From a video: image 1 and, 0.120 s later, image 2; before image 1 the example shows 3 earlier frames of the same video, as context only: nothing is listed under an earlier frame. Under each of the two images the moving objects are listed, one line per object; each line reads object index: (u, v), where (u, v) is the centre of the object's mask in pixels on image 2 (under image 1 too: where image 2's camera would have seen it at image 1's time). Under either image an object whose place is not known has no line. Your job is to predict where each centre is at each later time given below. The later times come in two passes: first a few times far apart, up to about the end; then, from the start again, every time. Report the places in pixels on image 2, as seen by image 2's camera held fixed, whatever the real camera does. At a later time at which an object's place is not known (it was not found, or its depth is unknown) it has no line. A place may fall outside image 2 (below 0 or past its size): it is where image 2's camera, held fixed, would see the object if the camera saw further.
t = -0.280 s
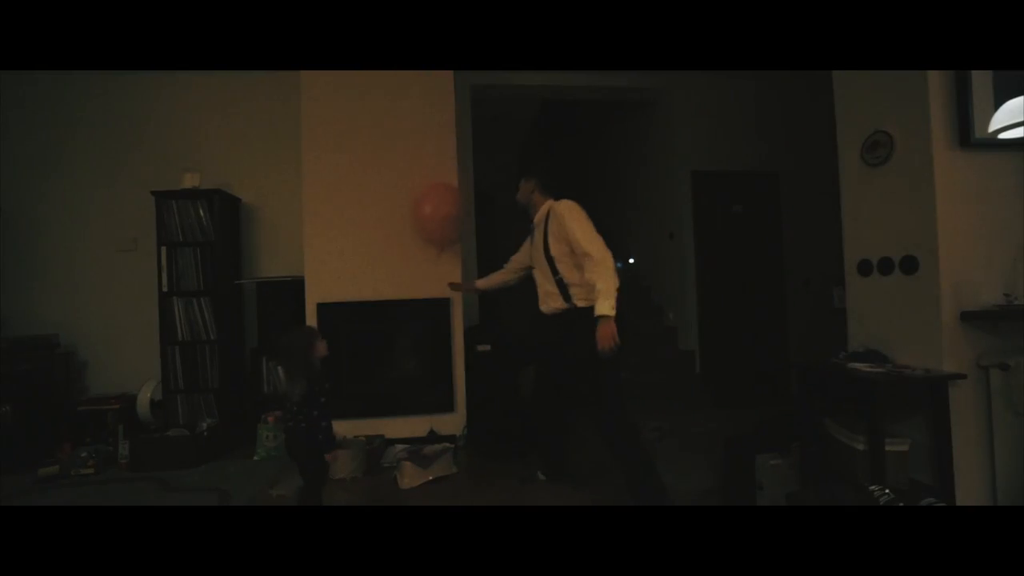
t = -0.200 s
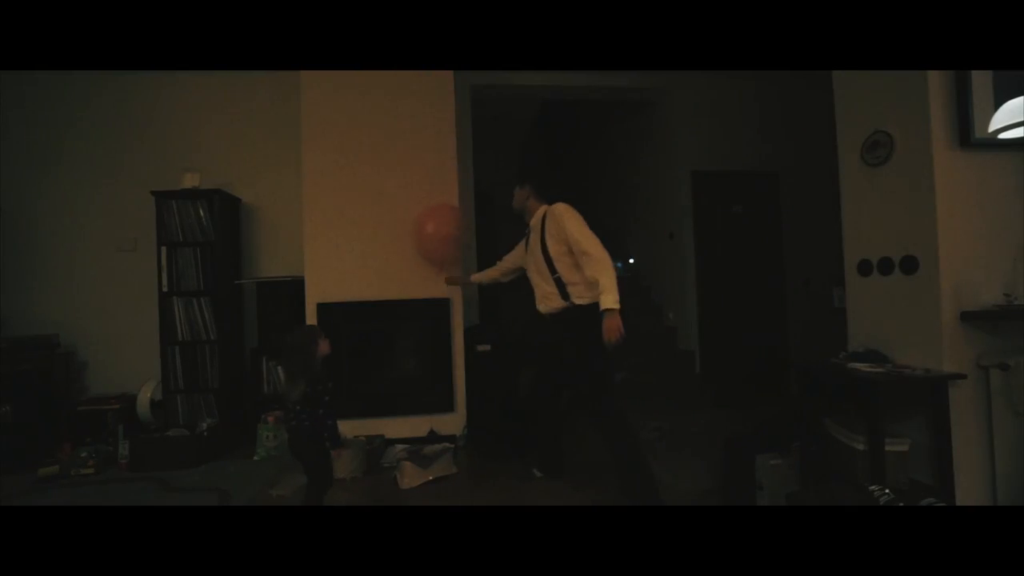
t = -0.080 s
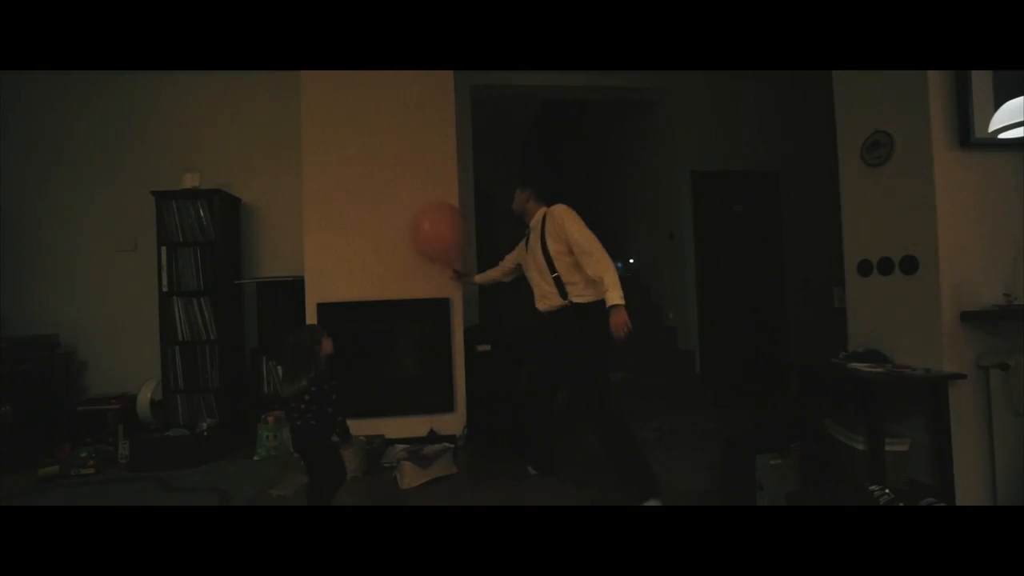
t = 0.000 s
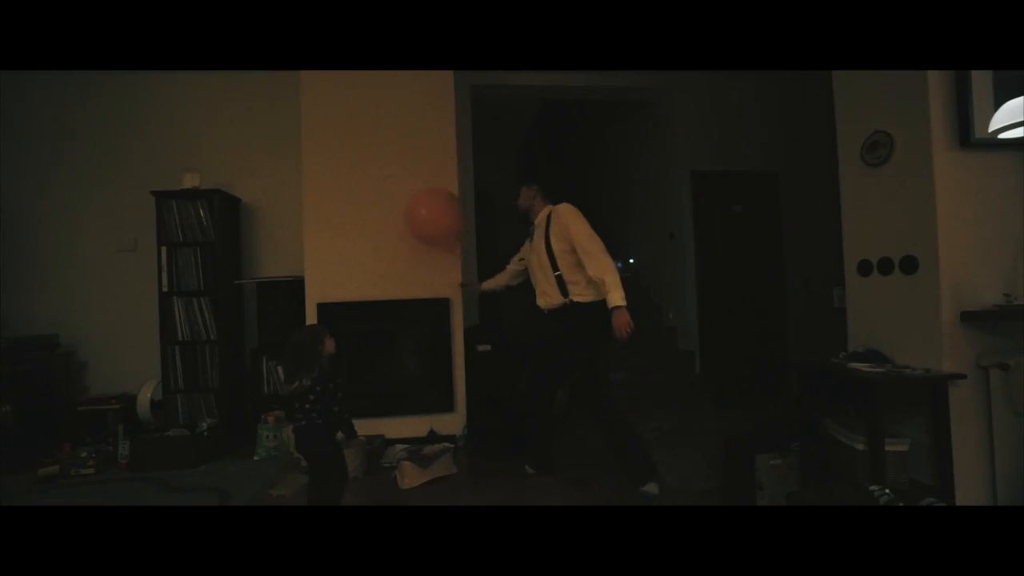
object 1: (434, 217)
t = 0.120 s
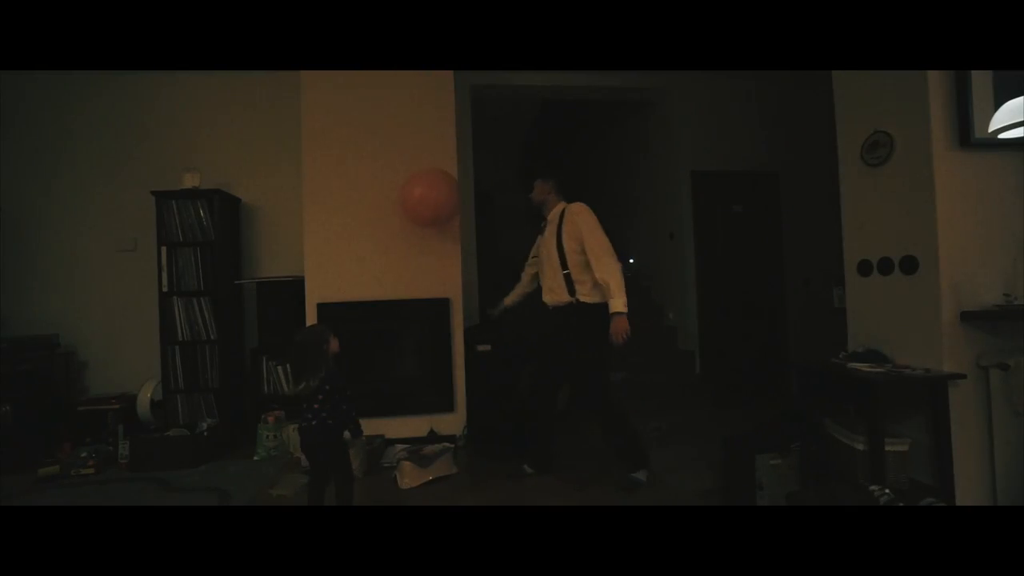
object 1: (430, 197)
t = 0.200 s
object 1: (427, 187)
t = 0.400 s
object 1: (421, 167)
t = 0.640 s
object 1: (414, 154)
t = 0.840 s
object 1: (407, 153)
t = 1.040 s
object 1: (402, 163)
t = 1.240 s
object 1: (399, 181)
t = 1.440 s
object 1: (394, 206)
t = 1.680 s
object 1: (392, 251)
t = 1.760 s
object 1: (390, 268)
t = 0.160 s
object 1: (428, 191)
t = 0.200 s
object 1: (427, 187)
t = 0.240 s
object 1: (426, 182)
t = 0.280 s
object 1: (424, 177)
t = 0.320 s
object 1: (424, 174)
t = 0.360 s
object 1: (422, 170)
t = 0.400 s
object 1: (421, 167)
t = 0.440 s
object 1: (420, 164)
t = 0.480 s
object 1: (418, 161)
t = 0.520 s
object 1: (417, 158)
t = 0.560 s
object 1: (416, 157)
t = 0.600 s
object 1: (415, 155)
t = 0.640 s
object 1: (414, 154)
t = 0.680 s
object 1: (412, 153)
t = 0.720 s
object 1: (411, 153)
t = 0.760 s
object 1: (410, 152)
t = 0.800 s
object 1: (409, 153)
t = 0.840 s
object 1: (407, 153)
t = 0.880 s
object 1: (406, 155)
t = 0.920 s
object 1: (405, 156)
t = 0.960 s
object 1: (404, 158)
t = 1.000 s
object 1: (403, 161)
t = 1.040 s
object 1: (402, 163)
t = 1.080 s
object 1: (401, 166)
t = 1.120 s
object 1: (401, 169)
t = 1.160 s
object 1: (401, 173)
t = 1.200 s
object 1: (399, 177)
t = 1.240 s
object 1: (399, 181)
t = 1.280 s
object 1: (397, 185)
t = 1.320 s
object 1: (397, 190)
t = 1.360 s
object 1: (397, 196)
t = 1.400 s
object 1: (396, 201)
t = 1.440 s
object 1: (394, 206)
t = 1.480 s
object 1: (395, 213)
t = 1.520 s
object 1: (395, 219)
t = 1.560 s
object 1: (394, 226)
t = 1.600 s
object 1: (393, 234)
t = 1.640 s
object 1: (392, 242)
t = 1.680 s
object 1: (392, 251)
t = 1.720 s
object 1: (391, 259)
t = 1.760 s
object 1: (390, 268)
